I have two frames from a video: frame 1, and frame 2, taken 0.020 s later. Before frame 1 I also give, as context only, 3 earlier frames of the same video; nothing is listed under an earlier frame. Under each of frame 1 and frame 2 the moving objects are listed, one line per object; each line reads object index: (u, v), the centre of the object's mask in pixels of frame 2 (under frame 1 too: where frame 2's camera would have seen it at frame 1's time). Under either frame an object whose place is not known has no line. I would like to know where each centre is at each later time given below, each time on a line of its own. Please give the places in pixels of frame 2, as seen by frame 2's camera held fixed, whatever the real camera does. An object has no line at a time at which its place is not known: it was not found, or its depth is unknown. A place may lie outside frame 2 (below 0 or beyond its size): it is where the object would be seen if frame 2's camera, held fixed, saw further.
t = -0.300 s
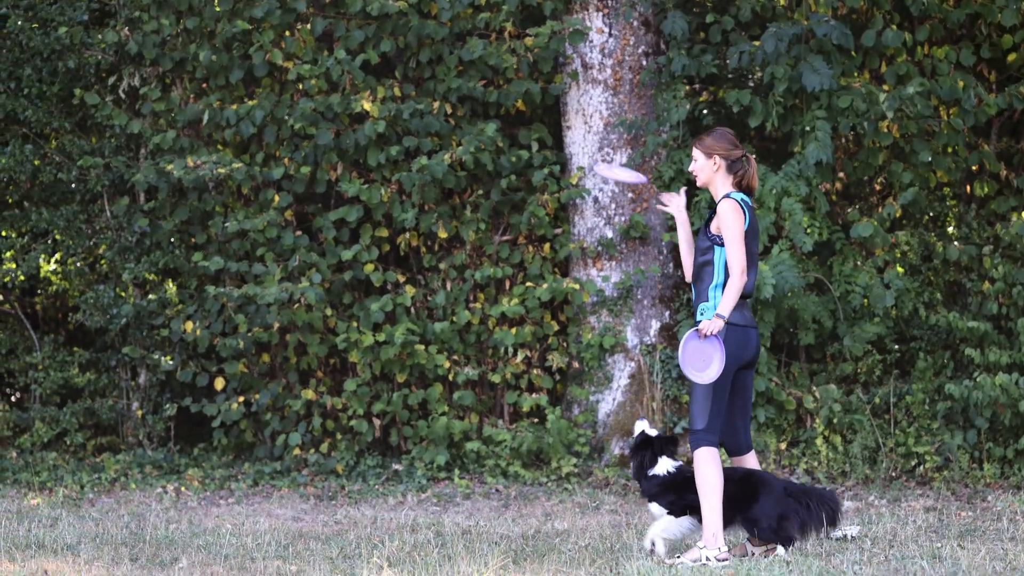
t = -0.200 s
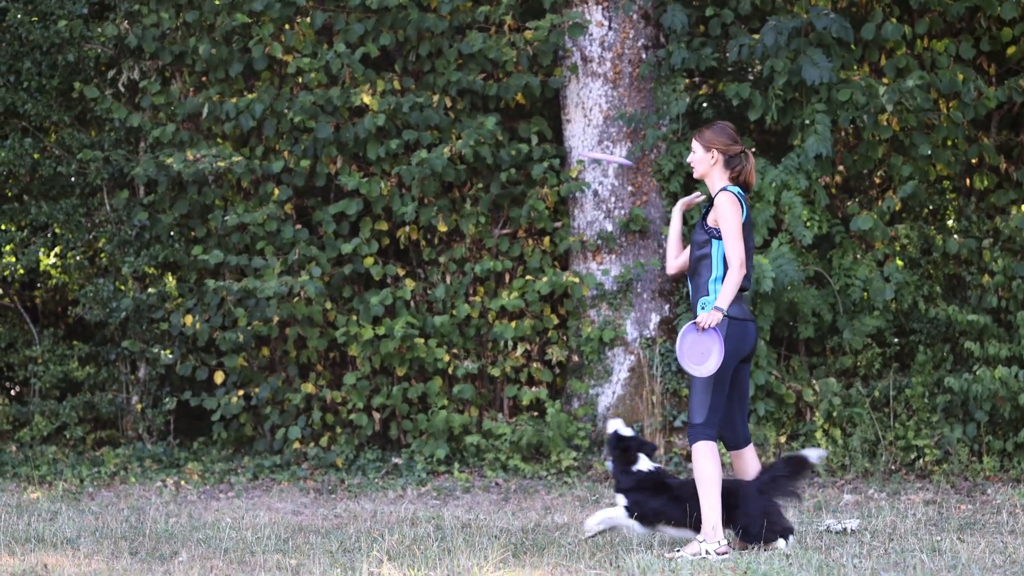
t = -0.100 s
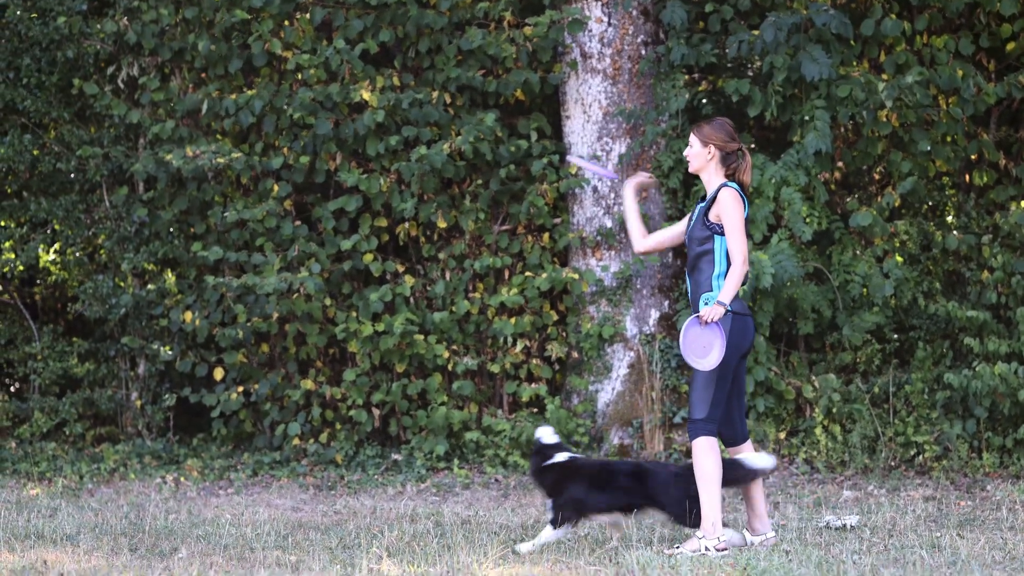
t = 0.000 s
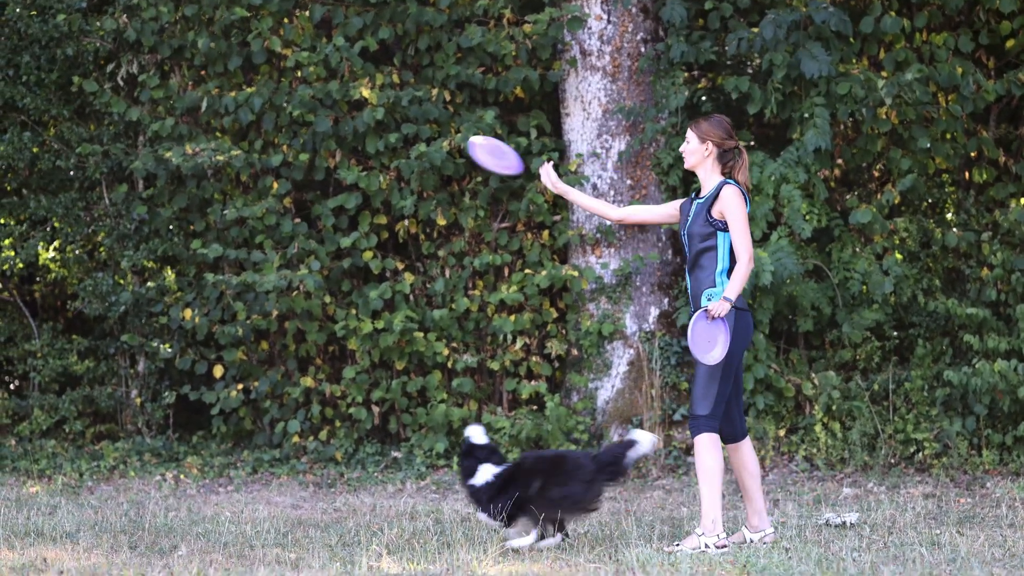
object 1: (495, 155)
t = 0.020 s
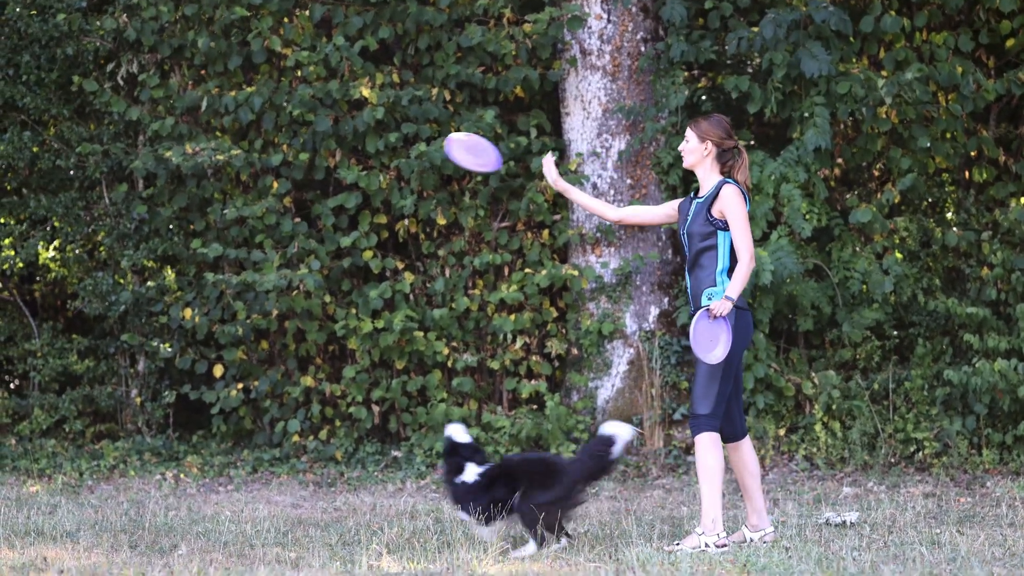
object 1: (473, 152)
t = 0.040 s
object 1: (451, 150)
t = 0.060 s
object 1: (430, 149)
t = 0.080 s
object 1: (409, 148)
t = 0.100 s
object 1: (388, 148)
